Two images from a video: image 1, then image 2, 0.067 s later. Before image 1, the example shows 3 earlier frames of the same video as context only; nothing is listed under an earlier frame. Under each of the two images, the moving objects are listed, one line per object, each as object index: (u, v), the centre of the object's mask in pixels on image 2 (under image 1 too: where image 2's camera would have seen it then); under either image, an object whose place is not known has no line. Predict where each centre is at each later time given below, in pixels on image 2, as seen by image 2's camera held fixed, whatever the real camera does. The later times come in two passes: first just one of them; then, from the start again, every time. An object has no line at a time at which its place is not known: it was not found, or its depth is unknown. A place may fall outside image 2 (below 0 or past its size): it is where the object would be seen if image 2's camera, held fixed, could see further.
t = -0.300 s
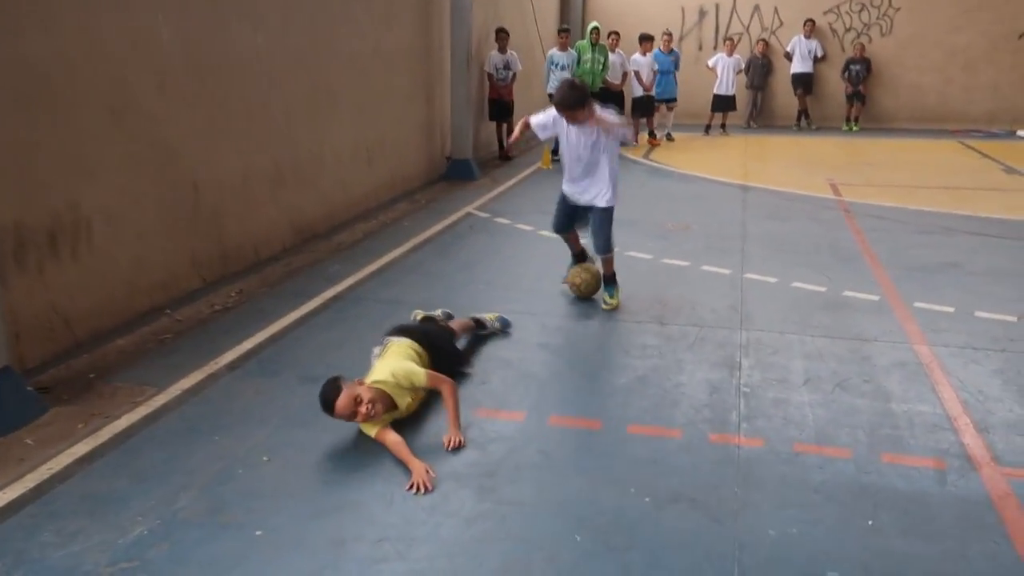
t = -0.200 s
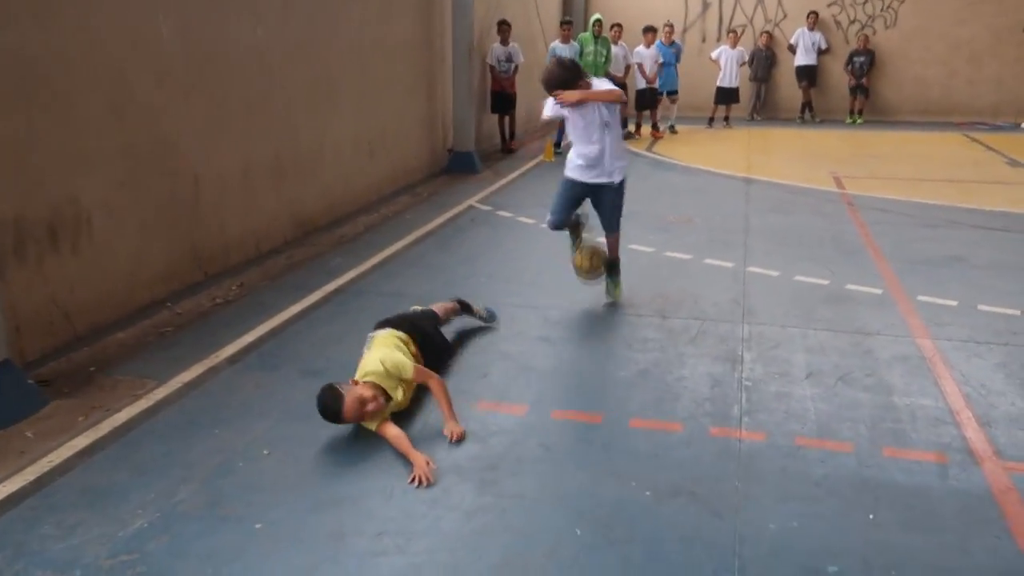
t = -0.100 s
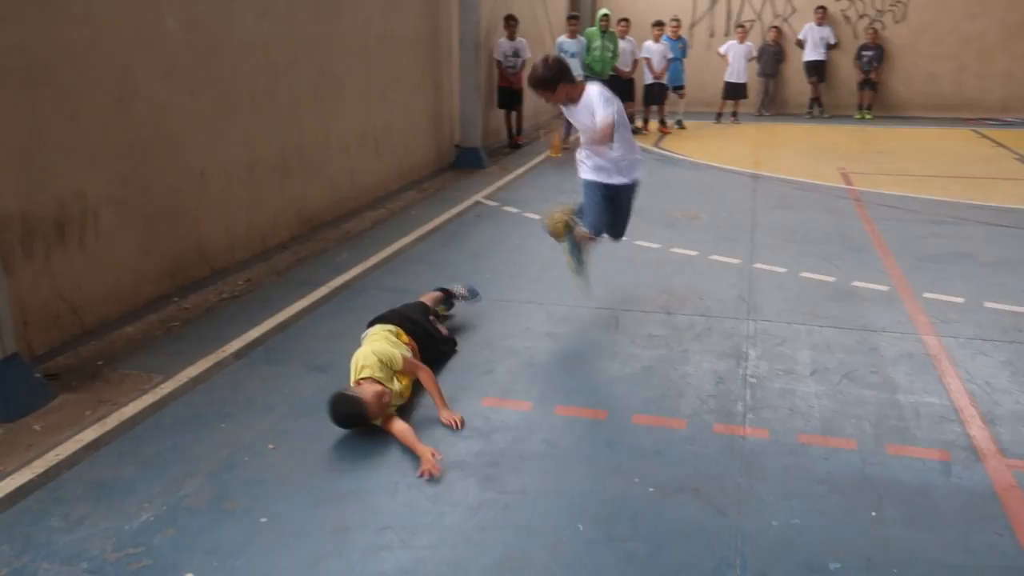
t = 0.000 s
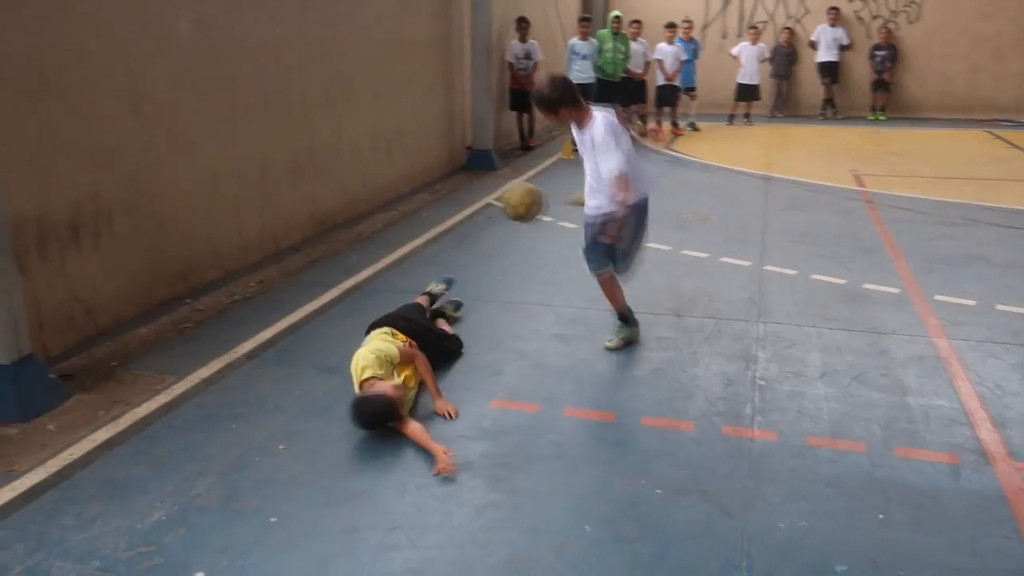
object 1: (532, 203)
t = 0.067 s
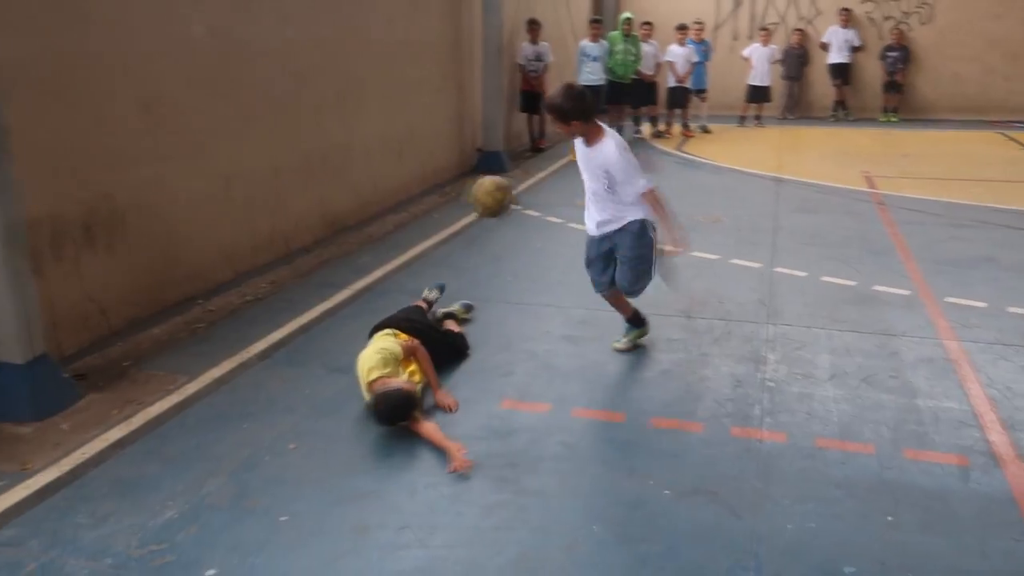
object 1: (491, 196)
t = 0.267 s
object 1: (342, 233)
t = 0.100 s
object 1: (469, 195)
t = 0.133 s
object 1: (448, 198)
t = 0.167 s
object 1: (422, 202)
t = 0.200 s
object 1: (397, 209)
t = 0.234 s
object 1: (369, 220)
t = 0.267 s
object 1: (342, 233)
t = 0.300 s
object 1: (313, 250)
